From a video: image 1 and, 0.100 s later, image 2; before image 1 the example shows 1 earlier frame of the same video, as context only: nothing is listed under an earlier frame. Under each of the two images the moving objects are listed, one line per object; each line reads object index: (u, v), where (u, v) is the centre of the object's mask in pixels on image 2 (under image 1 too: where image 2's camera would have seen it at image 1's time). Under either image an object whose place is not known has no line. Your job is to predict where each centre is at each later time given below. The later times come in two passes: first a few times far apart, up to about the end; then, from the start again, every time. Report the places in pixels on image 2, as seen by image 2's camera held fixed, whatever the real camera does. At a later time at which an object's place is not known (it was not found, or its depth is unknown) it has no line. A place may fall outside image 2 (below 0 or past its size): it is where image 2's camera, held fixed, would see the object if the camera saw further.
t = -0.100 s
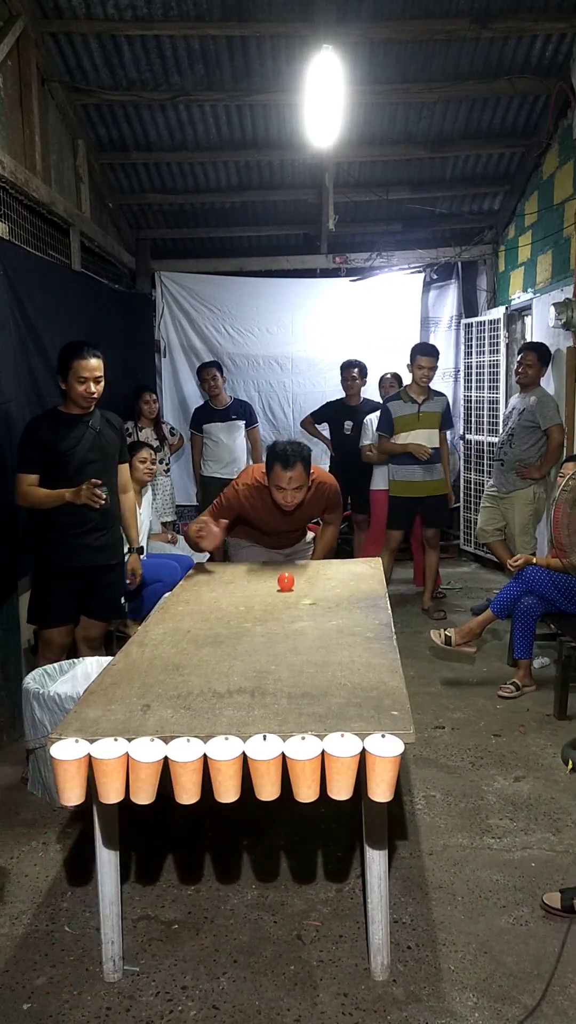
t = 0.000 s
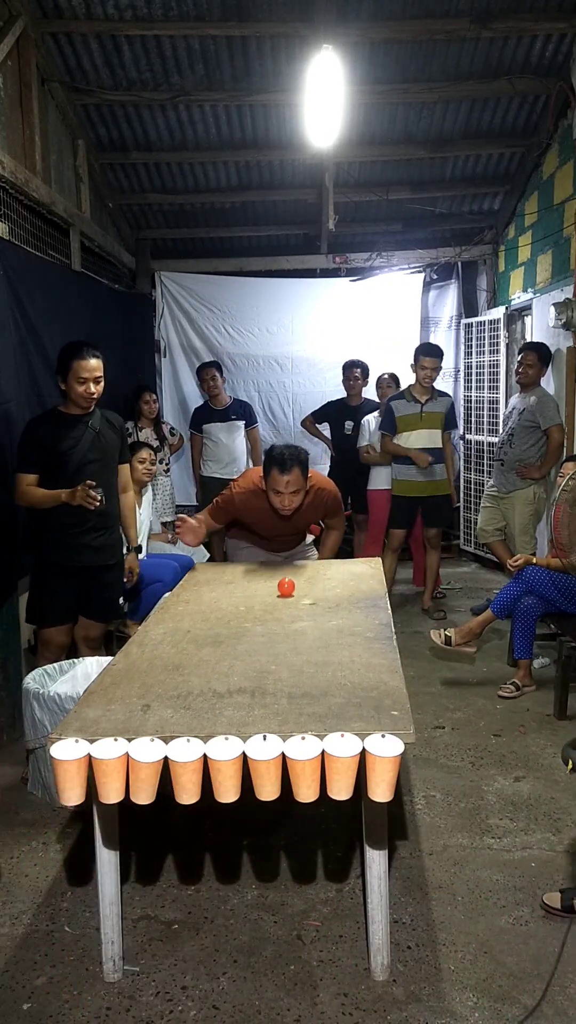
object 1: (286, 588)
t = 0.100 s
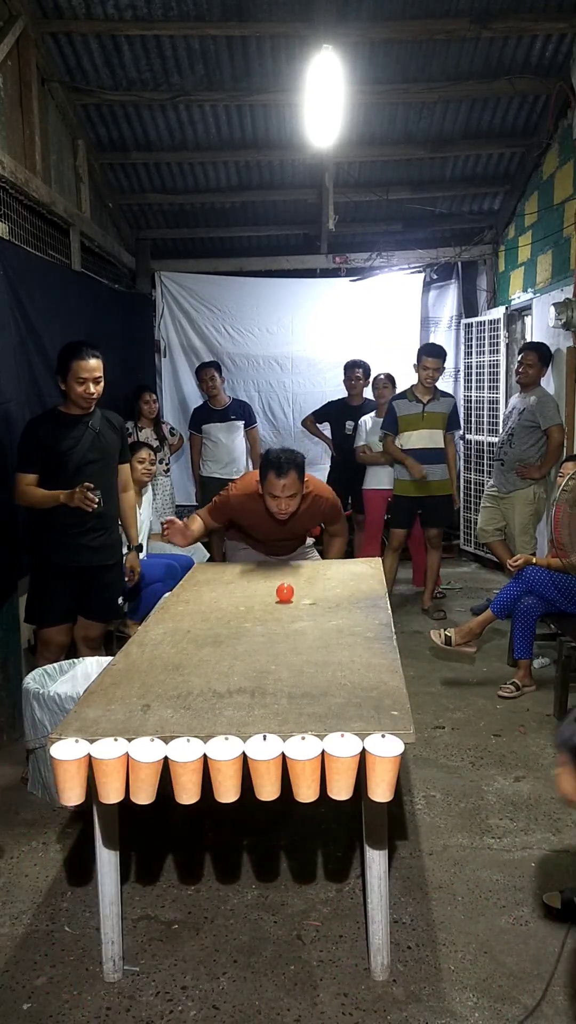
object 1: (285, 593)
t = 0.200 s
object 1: (285, 599)
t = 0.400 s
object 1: (284, 609)
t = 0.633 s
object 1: (285, 623)
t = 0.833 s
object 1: (286, 637)
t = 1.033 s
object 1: (289, 649)
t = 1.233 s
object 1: (293, 664)
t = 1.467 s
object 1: (303, 684)
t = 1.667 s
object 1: (313, 703)
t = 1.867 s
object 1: (319, 724)
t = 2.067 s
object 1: (314, 808)
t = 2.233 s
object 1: (309, 1002)
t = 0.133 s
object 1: (285, 595)
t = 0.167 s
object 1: (285, 597)
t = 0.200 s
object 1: (285, 599)
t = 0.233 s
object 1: (285, 600)
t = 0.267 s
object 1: (285, 602)
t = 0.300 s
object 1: (285, 604)
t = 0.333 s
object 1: (284, 606)
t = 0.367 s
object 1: (284, 608)
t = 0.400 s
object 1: (284, 609)
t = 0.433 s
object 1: (285, 611)
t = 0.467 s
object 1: (285, 613)
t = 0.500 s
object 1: (285, 615)
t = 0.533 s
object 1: (285, 617)
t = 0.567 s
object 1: (285, 618)
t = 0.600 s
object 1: (285, 622)
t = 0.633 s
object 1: (285, 623)
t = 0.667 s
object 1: (285, 625)
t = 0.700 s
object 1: (285, 628)
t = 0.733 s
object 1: (285, 630)
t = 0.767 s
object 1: (285, 632)
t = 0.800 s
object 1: (286, 635)
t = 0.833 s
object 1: (286, 637)
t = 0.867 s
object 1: (286, 639)
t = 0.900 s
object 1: (285, 641)
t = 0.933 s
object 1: (286, 643)
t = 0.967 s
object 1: (286, 645)
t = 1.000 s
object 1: (287, 648)
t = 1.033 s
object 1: (289, 649)
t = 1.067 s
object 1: (289, 652)
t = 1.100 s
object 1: (290, 655)
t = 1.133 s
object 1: (290, 656)
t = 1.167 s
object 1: (291, 659)
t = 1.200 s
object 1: (292, 662)
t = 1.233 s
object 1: (293, 664)
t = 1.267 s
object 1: (295, 667)
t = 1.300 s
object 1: (296, 670)
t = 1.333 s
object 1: (298, 673)
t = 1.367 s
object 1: (299, 675)
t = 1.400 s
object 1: (301, 678)
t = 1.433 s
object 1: (302, 681)
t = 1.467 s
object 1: (303, 684)
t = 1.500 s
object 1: (304, 687)
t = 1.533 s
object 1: (306, 690)
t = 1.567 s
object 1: (308, 693)
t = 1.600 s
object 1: (310, 696)
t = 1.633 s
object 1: (311, 700)
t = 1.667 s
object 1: (313, 703)
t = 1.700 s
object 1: (314, 707)
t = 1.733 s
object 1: (315, 710)
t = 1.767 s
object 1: (316, 713)
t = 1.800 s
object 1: (317, 717)
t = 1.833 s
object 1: (318, 719)
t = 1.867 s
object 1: (319, 724)
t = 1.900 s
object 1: (318, 730)
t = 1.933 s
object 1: (318, 738)
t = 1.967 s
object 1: (317, 748)
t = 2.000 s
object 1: (316, 765)
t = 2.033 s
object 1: (315, 784)
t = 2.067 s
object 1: (314, 808)
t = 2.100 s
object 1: (312, 835)
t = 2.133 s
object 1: (311, 870)
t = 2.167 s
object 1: (310, 913)
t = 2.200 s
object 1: (309, 958)
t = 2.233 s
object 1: (309, 1002)
